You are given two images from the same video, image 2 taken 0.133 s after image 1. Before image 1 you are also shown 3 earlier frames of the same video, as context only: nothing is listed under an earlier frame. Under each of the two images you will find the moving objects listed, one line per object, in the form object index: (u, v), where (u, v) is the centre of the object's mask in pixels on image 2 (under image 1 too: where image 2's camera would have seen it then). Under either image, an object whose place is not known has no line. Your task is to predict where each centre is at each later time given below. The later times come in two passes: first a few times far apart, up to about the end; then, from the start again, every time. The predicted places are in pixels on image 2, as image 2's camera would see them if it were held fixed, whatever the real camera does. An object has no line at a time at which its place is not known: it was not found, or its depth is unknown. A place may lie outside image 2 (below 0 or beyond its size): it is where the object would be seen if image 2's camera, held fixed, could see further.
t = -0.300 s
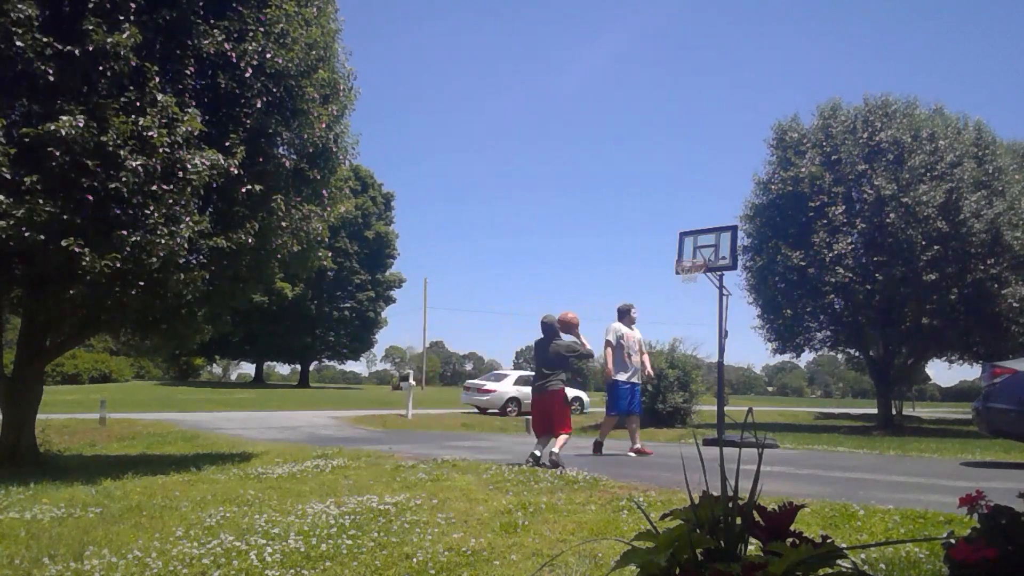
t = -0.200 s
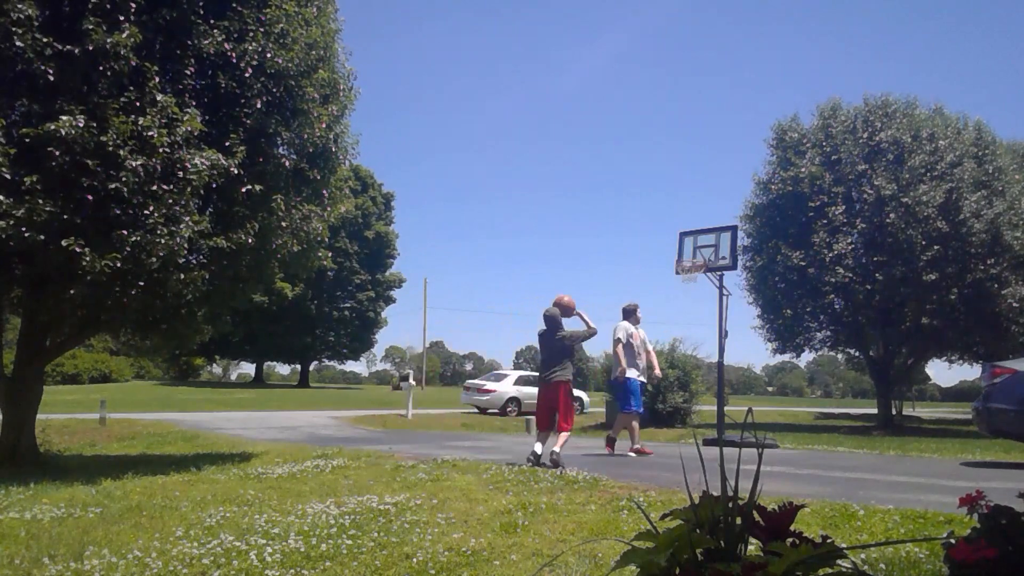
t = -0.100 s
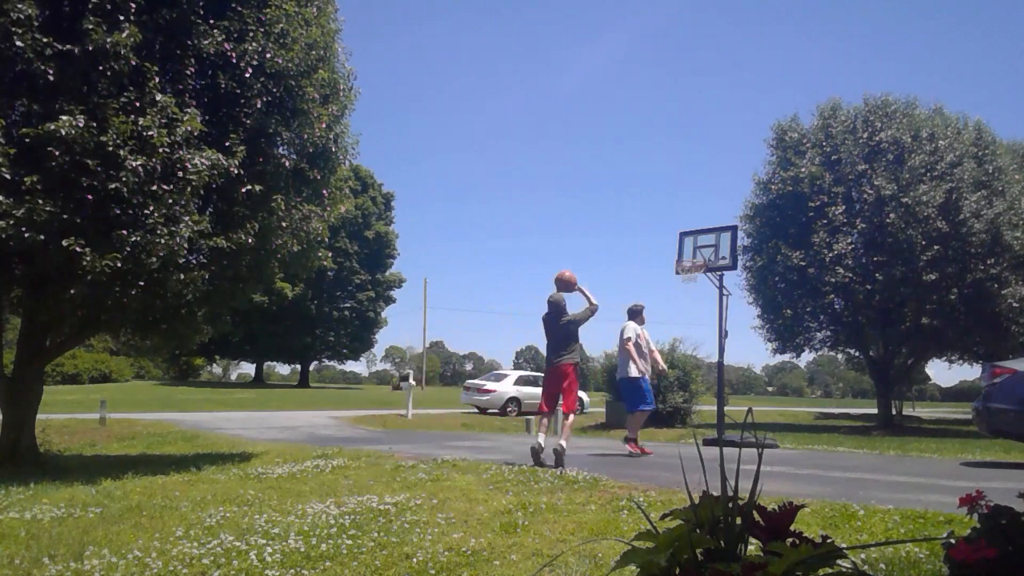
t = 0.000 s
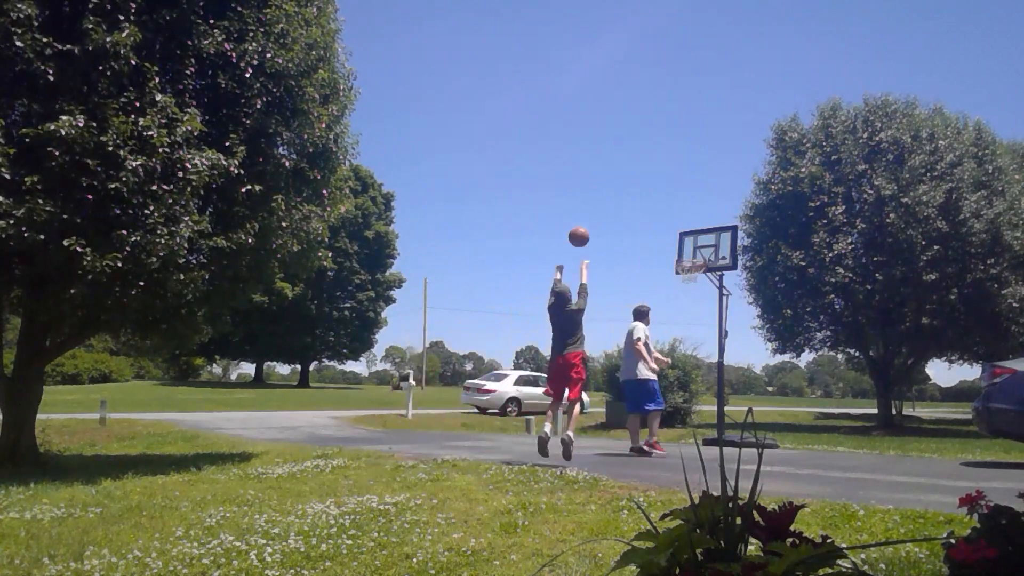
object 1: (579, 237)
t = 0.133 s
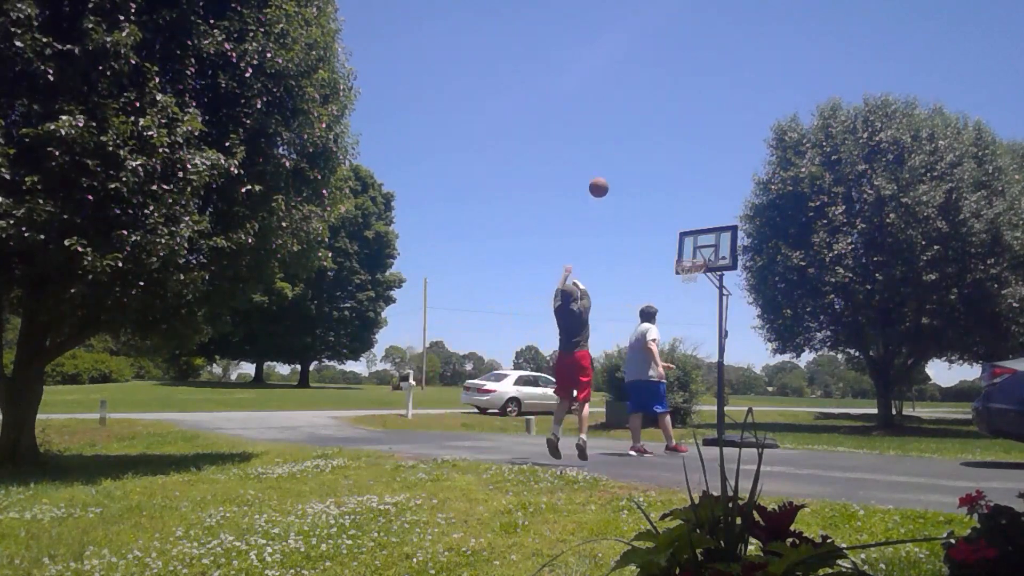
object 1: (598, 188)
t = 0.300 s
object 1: (620, 153)
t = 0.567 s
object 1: (648, 145)
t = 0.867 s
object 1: (675, 188)
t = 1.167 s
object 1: (693, 254)
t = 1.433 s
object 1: (670, 230)
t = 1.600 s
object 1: (655, 236)
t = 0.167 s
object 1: (603, 179)
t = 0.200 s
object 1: (607, 171)
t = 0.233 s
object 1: (612, 164)
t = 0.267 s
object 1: (616, 158)
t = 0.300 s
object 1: (620, 153)
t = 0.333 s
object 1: (624, 150)
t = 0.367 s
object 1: (627, 146)
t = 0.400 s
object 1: (631, 144)
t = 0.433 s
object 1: (635, 143)
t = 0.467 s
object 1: (638, 142)
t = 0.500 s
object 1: (642, 143)
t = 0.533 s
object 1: (645, 143)
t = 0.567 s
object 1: (648, 145)
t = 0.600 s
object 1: (652, 147)
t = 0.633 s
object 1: (655, 150)
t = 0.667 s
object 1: (658, 154)
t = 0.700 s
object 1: (661, 158)
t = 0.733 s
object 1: (664, 163)
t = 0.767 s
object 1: (667, 168)
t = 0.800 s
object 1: (669, 174)
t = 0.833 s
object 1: (672, 181)
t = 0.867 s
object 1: (675, 188)
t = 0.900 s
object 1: (678, 196)
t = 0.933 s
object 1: (680, 204)
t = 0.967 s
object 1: (683, 213)
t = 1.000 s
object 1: (686, 222)
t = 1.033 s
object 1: (688, 231)
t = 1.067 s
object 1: (691, 241)
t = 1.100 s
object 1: (694, 252)
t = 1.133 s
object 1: (696, 260)
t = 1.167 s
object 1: (693, 254)
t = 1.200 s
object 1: (690, 249)
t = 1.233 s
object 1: (688, 244)
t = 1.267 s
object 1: (684, 240)
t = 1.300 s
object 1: (682, 237)
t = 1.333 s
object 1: (679, 234)
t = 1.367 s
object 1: (676, 232)
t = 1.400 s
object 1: (673, 231)
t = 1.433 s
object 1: (670, 230)
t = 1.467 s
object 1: (667, 230)
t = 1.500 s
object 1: (664, 230)
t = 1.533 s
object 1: (661, 231)
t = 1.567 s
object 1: (658, 233)
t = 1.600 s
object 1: (655, 236)
